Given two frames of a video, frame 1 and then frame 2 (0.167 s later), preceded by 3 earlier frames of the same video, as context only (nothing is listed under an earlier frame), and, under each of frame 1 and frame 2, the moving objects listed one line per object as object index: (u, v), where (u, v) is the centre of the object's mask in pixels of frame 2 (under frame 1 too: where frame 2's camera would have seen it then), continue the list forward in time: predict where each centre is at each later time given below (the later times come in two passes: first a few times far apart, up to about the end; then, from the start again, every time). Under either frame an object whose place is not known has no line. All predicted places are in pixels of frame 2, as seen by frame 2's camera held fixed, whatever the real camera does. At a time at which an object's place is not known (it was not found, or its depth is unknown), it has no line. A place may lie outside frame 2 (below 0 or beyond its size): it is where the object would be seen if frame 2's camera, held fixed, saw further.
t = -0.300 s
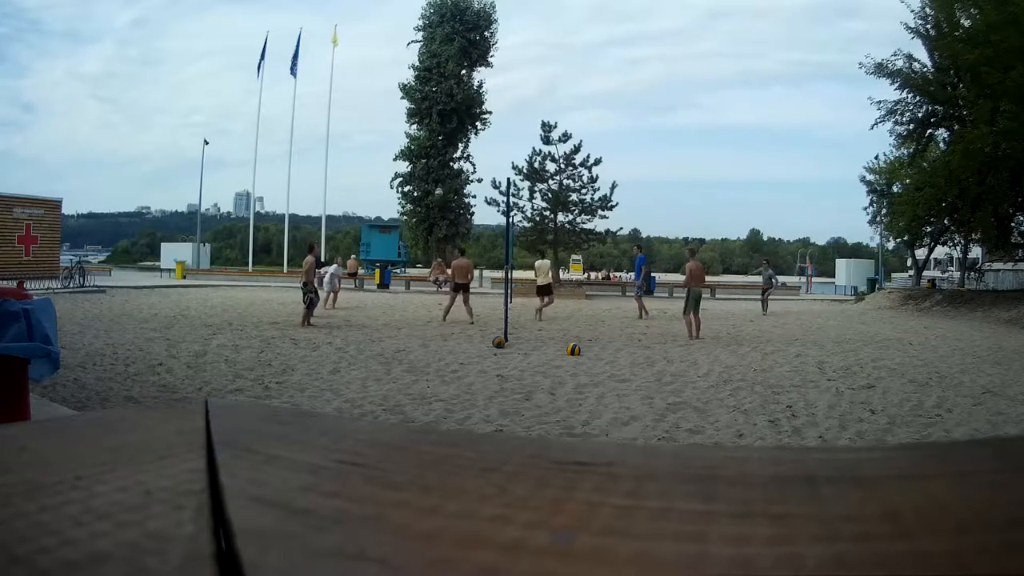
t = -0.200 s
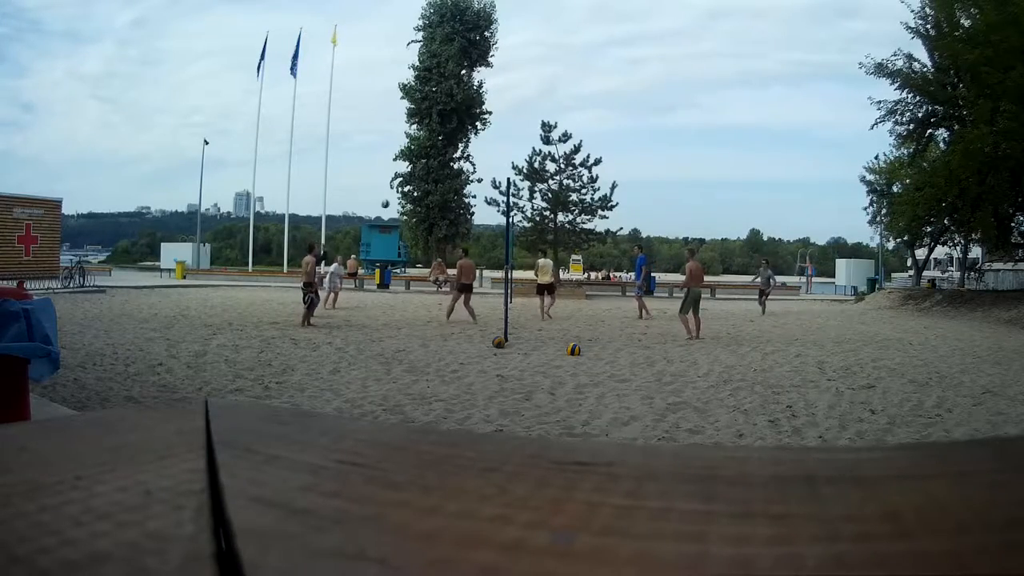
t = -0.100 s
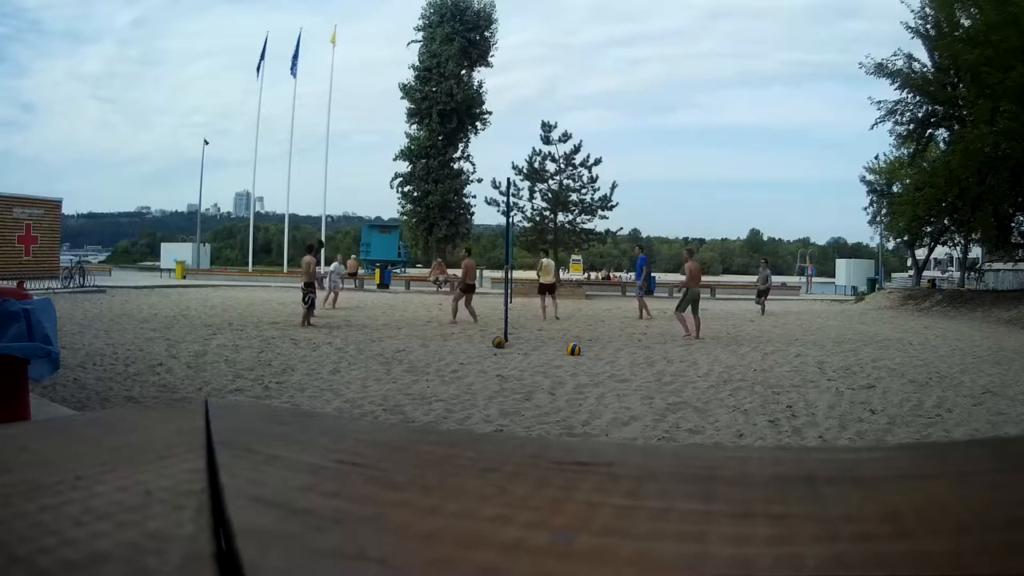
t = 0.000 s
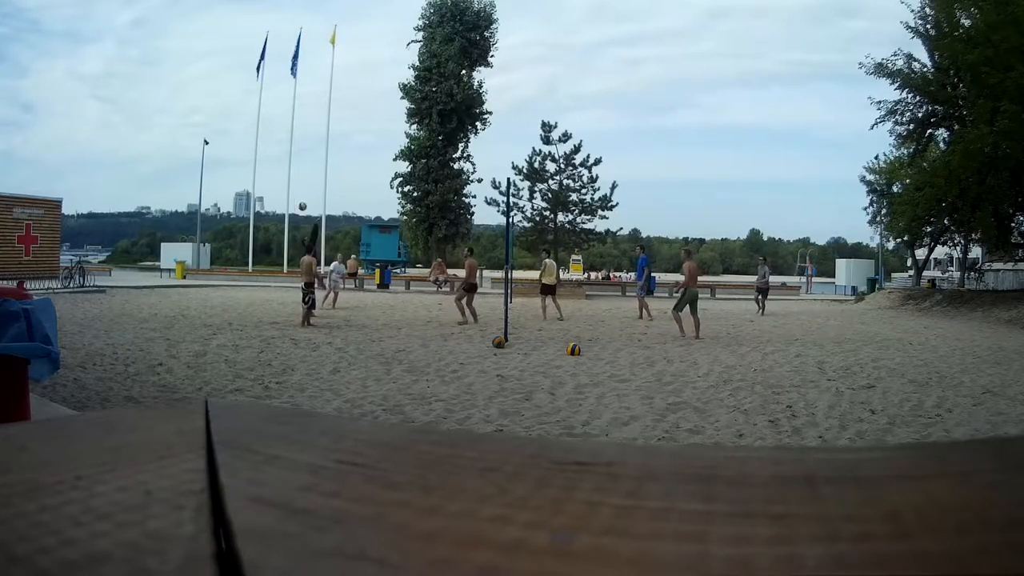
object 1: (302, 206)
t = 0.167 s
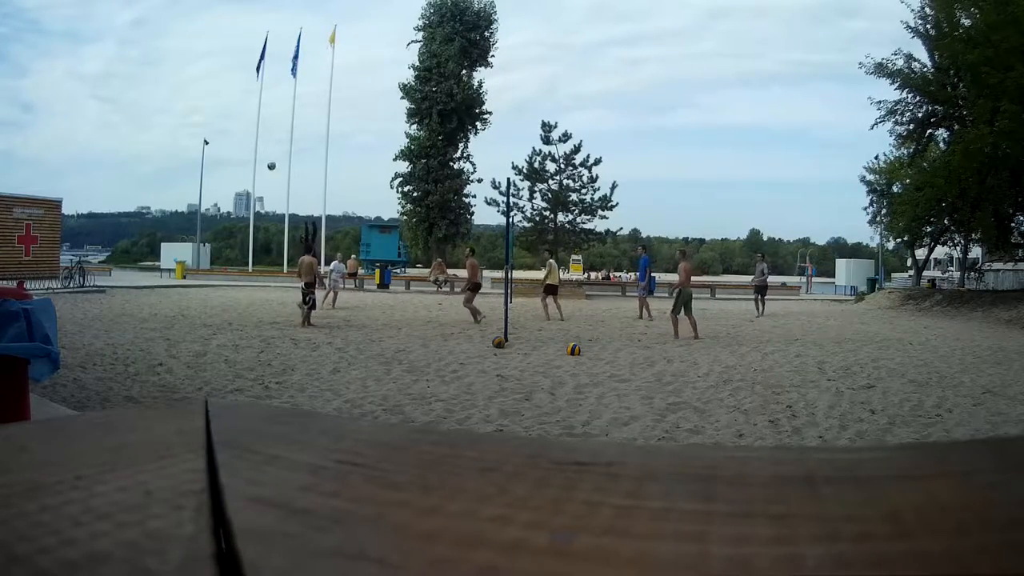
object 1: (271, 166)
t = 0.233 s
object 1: (259, 153)
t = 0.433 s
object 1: (220, 126)
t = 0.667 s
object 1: (173, 117)
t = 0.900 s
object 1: (124, 134)
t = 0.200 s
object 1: (265, 159)
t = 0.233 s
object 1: (259, 153)
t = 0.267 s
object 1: (252, 147)
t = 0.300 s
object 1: (245, 142)
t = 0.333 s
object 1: (240, 137)
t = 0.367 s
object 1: (233, 133)
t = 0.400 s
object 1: (226, 129)
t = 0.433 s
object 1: (220, 126)
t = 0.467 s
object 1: (213, 123)
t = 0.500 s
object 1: (207, 121)
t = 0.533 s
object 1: (200, 119)
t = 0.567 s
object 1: (193, 118)
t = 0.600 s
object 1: (186, 117)
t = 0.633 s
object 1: (180, 117)
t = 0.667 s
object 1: (173, 117)
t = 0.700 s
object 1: (166, 118)
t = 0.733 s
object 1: (159, 119)
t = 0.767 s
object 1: (152, 121)
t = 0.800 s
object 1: (145, 123)
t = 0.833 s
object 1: (138, 126)
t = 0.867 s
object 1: (132, 130)
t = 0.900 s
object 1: (124, 134)
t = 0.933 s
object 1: (117, 138)
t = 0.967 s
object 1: (110, 143)
